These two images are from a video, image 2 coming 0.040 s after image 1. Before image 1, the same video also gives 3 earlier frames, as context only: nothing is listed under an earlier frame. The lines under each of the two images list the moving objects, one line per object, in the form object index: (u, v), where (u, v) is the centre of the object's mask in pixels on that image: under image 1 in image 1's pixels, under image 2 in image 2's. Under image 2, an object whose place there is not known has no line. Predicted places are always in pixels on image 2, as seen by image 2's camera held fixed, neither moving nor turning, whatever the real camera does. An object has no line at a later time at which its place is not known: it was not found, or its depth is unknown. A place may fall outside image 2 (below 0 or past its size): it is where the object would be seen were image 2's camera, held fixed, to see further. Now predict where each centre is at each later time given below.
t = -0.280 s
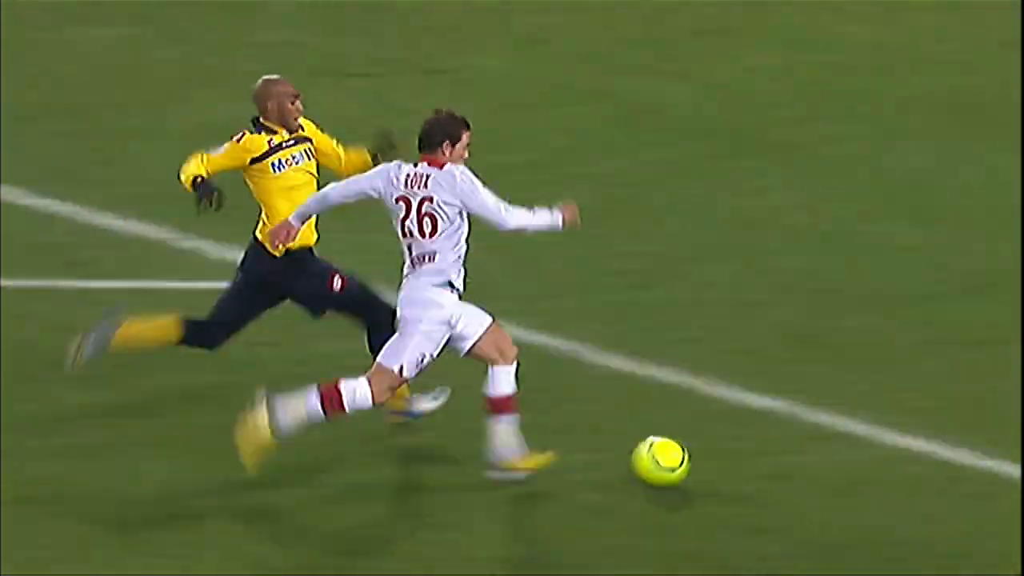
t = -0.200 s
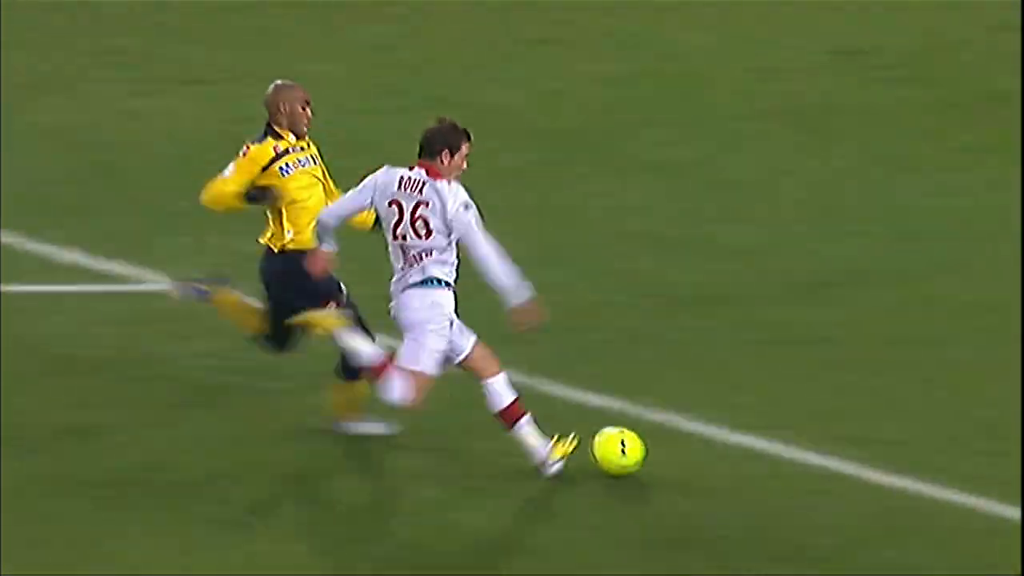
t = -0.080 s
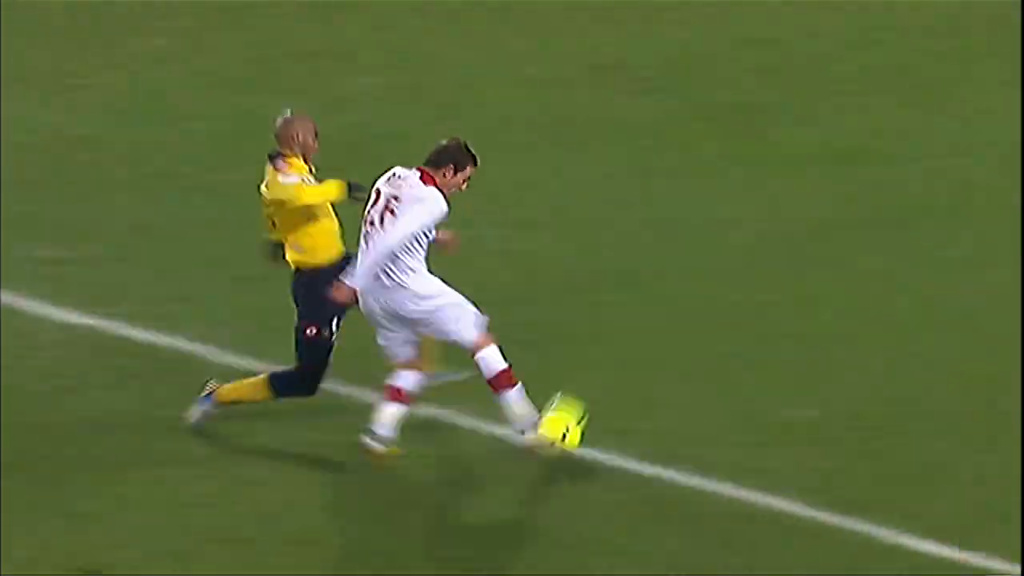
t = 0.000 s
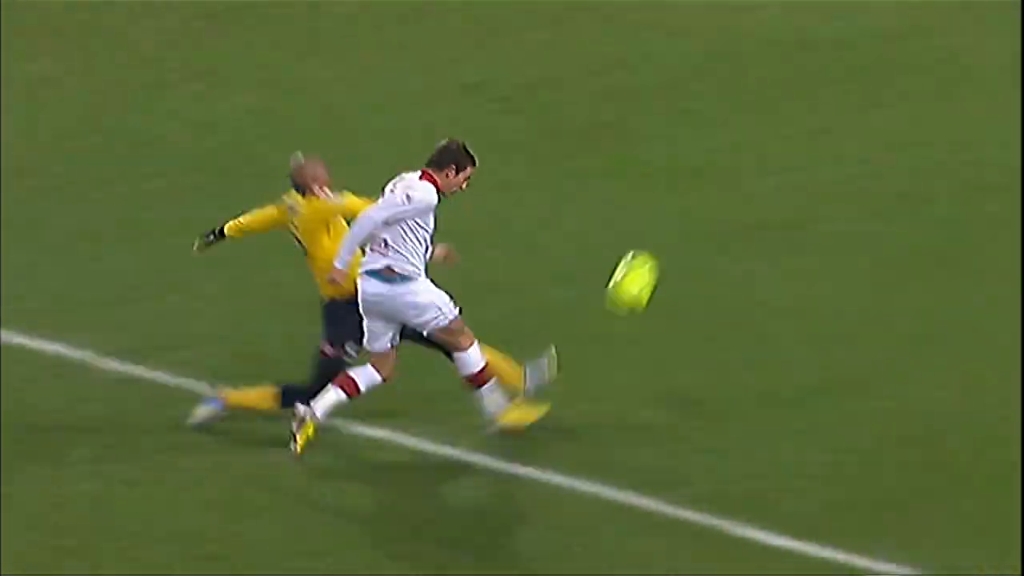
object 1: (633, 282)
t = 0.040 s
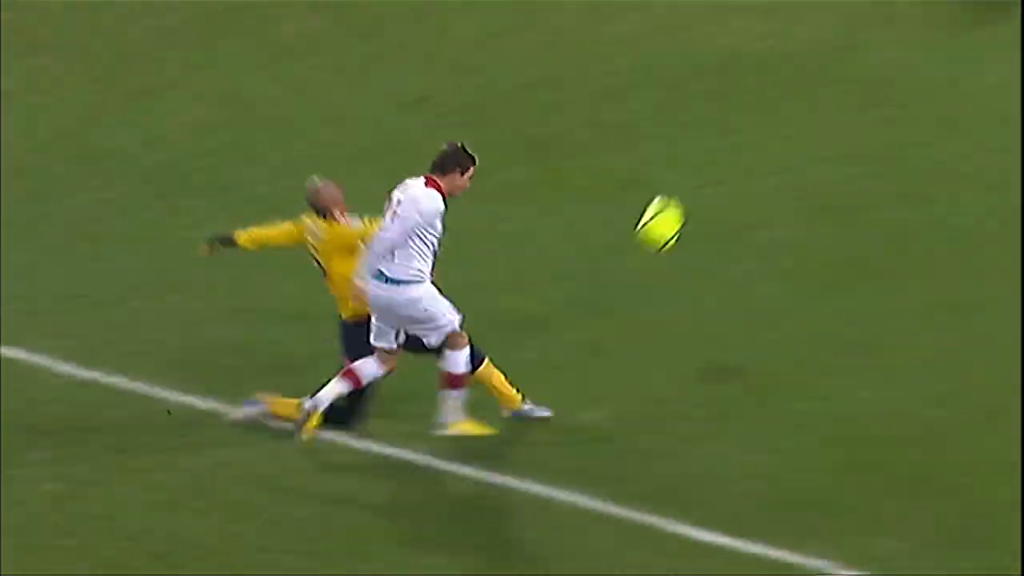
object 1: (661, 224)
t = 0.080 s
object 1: (684, 178)
